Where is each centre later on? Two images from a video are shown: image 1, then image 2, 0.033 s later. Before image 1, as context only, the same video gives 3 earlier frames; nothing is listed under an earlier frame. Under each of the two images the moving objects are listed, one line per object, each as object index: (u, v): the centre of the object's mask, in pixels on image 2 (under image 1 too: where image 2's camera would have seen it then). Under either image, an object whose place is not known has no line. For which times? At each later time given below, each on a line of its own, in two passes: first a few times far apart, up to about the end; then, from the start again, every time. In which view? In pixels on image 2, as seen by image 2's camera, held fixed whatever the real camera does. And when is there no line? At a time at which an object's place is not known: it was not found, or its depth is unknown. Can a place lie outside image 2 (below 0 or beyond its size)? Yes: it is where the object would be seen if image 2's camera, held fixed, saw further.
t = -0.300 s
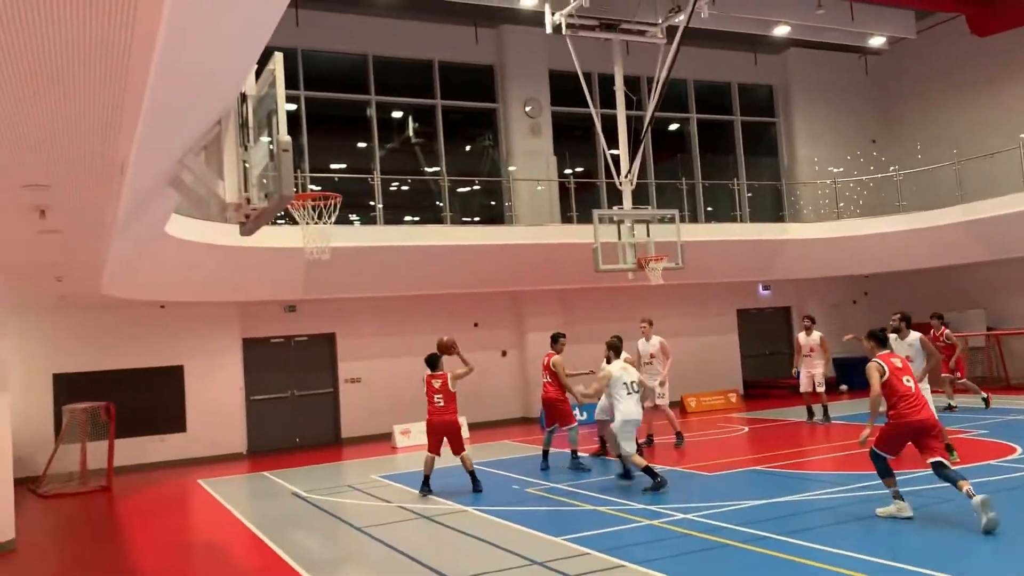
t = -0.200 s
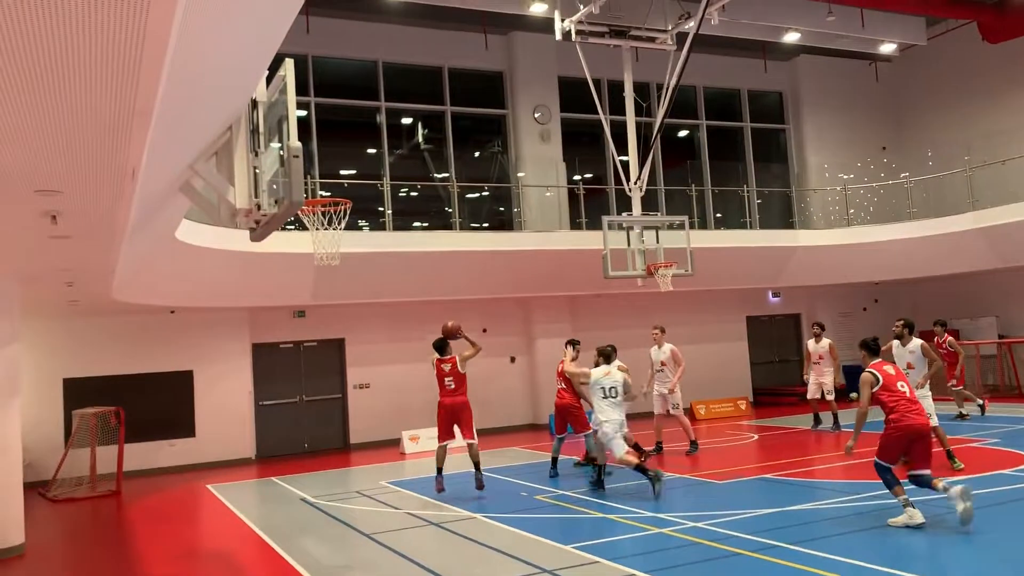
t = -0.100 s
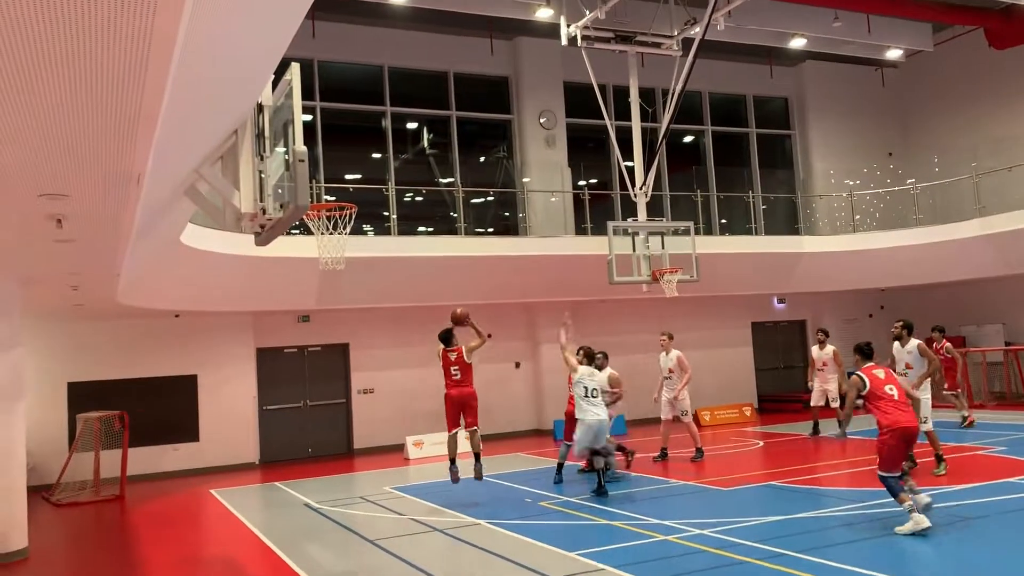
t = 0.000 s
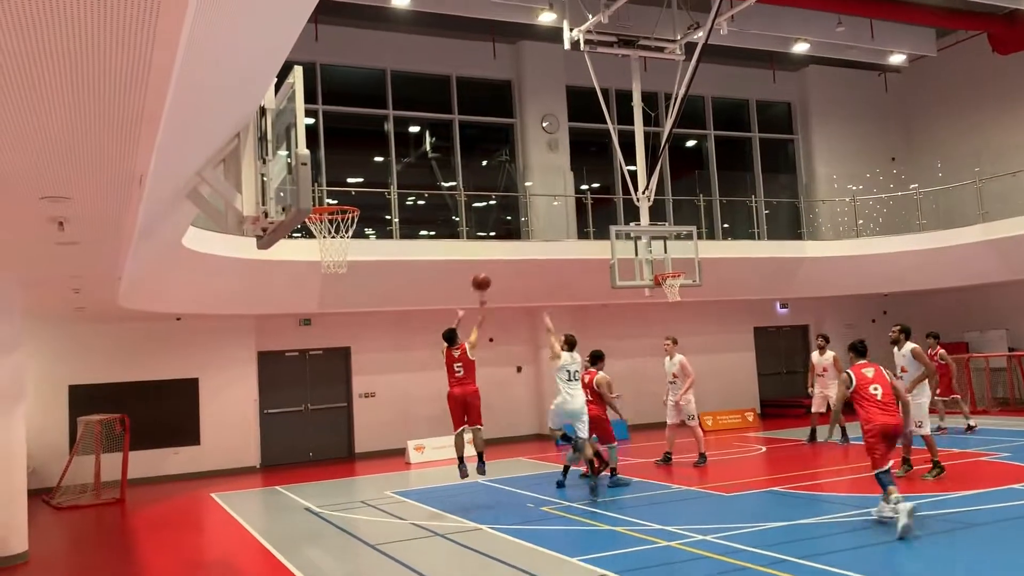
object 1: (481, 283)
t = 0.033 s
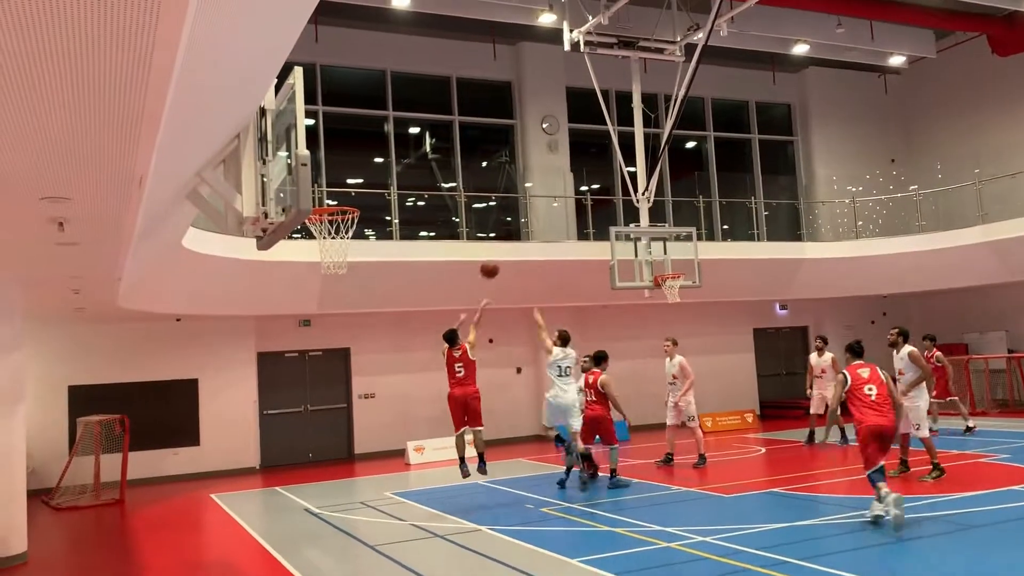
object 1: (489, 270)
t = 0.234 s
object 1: (537, 212)
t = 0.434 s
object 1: (577, 187)
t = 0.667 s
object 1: (619, 193)
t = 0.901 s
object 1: (657, 230)
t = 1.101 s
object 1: (683, 264)
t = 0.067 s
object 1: (498, 257)
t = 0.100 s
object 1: (506, 245)
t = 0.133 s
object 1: (513, 235)
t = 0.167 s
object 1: (521, 226)
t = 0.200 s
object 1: (529, 217)
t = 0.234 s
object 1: (537, 212)
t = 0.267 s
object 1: (544, 205)
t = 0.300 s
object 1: (550, 200)
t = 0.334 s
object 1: (557, 196)
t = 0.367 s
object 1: (564, 192)
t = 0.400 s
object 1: (570, 189)
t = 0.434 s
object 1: (577, 187)
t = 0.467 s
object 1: (583, 185)
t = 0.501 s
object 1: (589, 185)
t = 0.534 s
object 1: (596, 186)
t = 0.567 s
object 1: (602, 186)
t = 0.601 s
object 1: (607, 188)
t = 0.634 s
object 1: (613, 190)
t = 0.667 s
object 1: (619, 193)
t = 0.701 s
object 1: (625, 197)
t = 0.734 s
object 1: (630, 201)
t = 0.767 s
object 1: (636, 205)
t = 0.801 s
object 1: (642, 211)
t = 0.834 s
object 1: (647, 216)
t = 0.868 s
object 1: (653, 223)
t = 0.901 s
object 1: (657, 230)
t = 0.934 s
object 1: (663, 238)
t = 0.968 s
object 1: (668, 245)
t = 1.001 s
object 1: (673, 253)
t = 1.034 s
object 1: (678, 262)
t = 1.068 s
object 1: (682, 269)
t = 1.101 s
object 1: (683, 264)
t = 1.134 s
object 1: (683, 260)
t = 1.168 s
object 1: (684, 257)
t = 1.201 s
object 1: (685, 254)
